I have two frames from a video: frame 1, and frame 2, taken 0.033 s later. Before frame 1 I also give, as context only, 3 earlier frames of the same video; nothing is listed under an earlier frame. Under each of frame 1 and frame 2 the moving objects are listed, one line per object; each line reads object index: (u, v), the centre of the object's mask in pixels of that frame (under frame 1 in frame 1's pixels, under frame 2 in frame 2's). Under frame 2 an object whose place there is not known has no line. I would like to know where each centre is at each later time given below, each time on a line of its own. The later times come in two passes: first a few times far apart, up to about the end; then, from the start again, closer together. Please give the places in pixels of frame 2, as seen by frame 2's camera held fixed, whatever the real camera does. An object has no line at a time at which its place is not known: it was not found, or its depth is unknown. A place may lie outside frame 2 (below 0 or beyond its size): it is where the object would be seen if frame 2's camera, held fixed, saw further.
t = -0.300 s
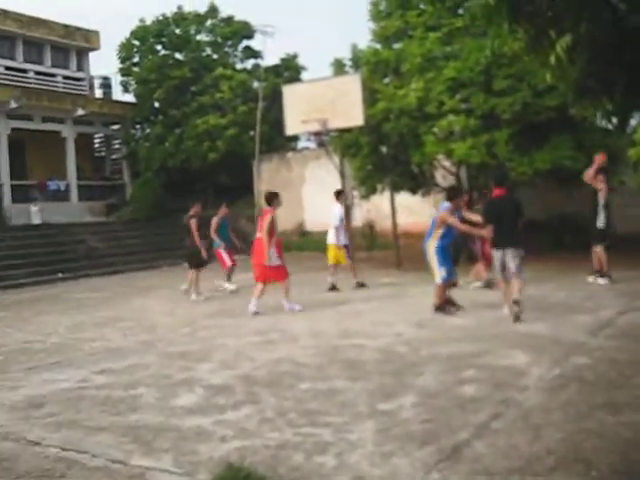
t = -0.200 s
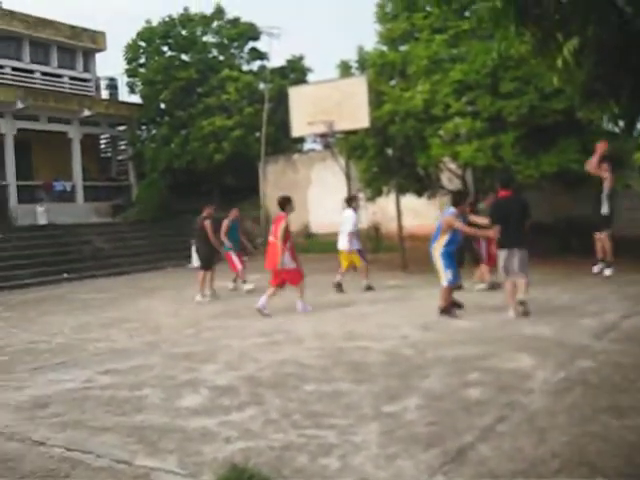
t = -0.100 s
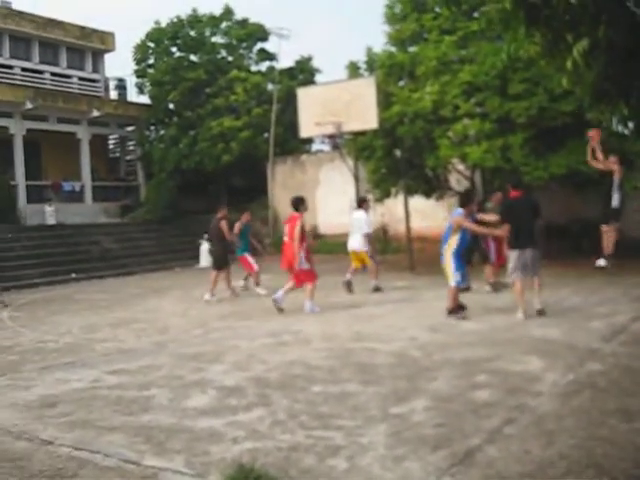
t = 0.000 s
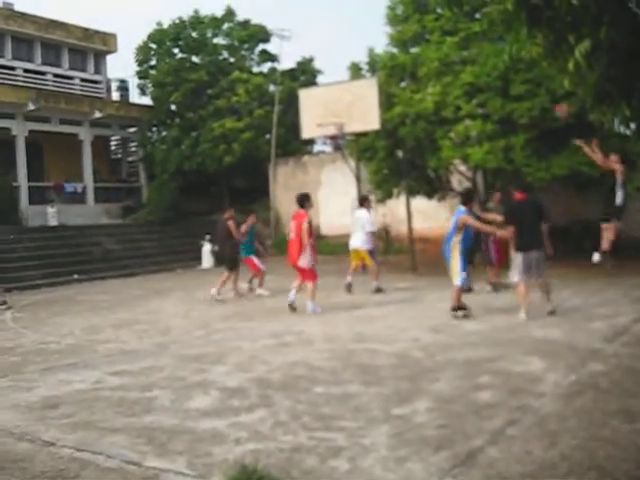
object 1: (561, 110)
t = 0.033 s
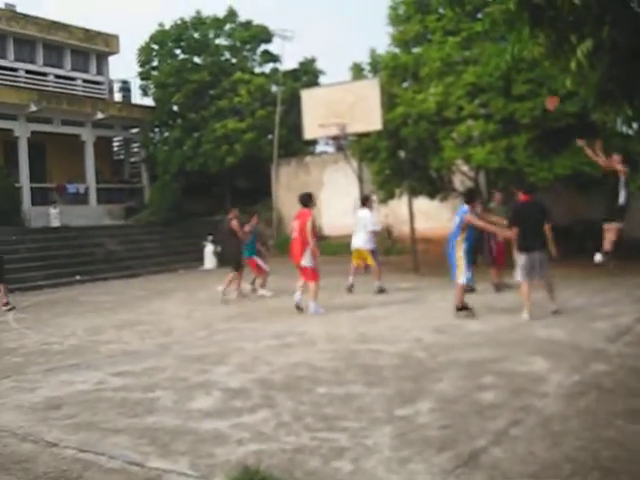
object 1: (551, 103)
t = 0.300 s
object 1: (466, 69)
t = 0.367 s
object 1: (448, 69)
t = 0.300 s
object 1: (466, 69)
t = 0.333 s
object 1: (457, 69)
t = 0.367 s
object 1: (448, 69)
